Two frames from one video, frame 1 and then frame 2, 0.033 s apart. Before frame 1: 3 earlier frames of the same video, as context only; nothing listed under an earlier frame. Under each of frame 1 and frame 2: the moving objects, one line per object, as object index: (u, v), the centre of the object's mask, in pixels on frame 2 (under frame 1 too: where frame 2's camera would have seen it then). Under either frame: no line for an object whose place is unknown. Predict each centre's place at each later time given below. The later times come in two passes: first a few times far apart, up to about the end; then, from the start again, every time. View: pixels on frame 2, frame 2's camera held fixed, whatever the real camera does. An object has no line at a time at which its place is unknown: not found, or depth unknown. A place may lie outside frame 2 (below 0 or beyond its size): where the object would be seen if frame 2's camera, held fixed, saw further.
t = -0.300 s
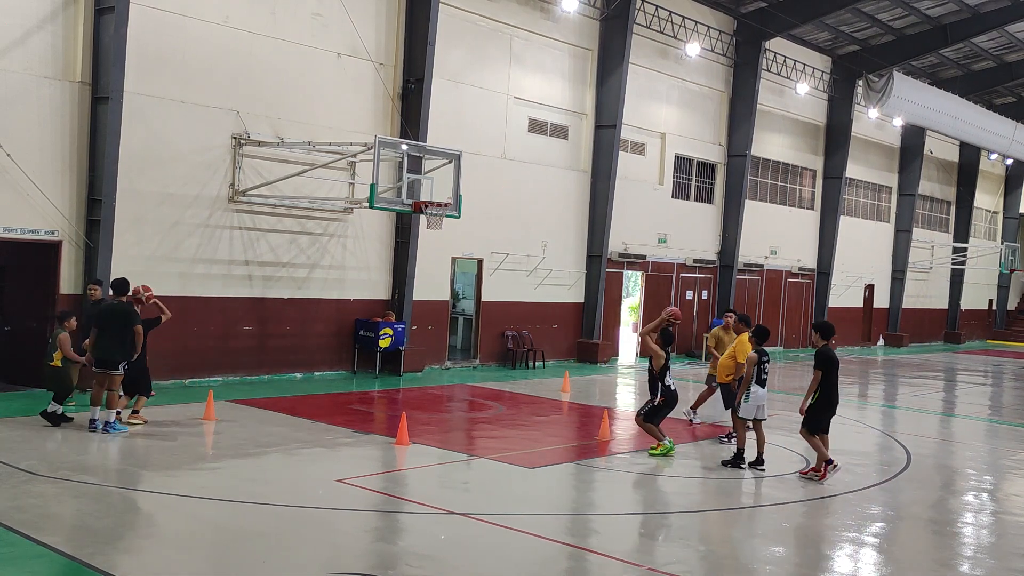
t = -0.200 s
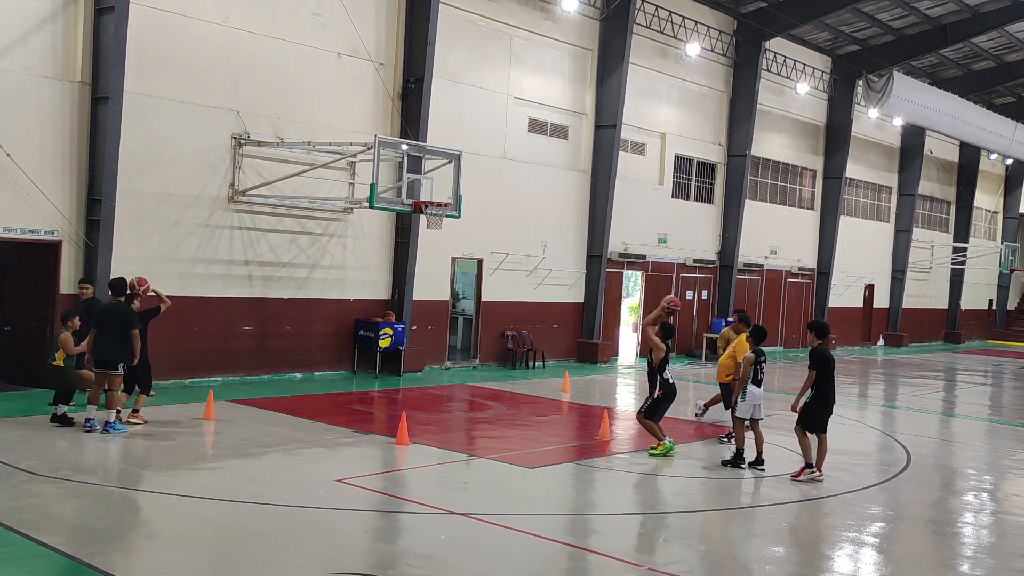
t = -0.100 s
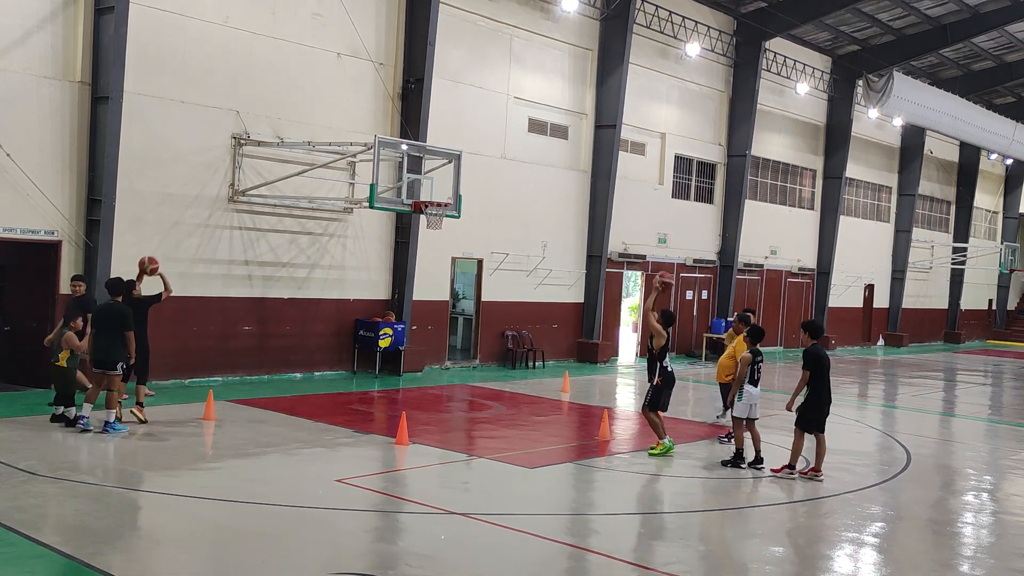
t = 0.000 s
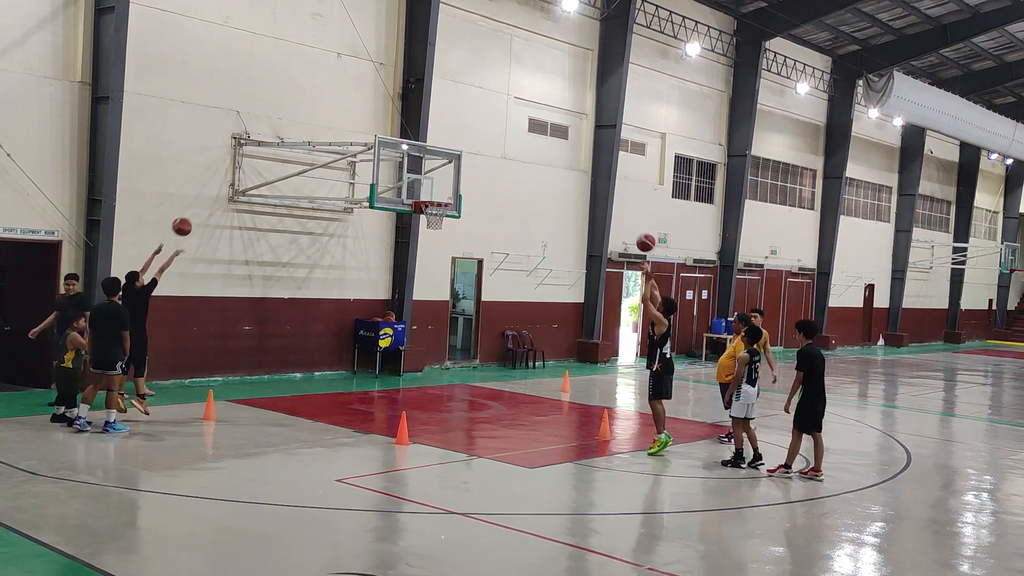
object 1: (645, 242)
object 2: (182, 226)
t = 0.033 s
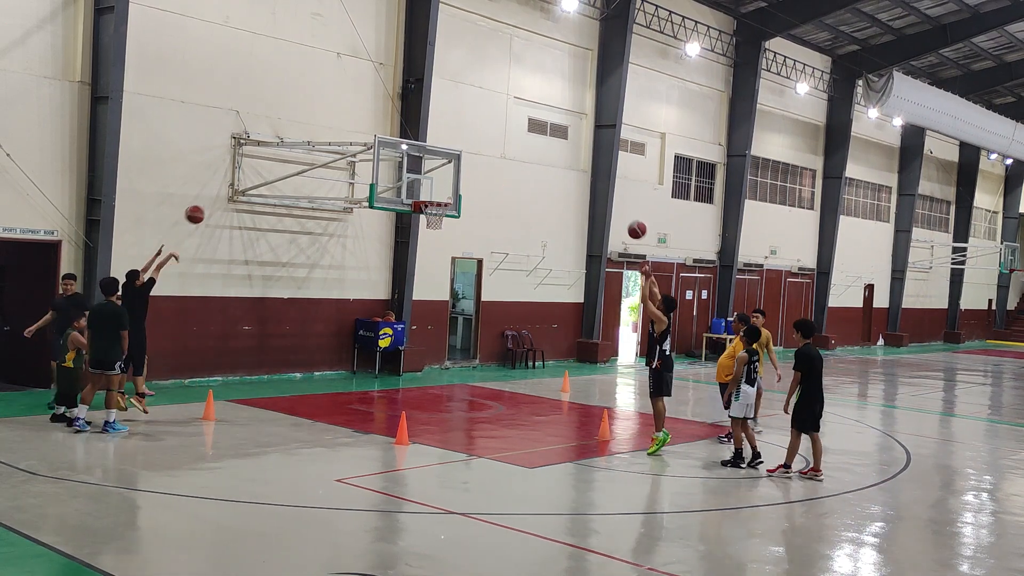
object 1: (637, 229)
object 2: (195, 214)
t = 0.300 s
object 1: (571, 161)
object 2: (289, 154)
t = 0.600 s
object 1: (504, 154)
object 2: (377, 153)
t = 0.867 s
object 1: (453, 195)
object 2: (437, 193)
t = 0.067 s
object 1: (628, 218)
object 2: (208, 203)
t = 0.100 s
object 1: (620, 207)
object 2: (220, 193)
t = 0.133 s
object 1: (611, 197)
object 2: (232, 184)
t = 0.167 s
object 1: (604, 188)
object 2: (244, 176)
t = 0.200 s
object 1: (595, 179)
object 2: (255, 169)
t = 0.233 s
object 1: (587, 172)
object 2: (266, 163)
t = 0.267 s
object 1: (579, 166)
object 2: (277, 158)
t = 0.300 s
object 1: (571, 161)
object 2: (289, 154)
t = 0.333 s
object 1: (564, 158)
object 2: (299, 151)
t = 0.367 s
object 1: (556, 154)
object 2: (310, 148)
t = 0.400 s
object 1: (548, 152)
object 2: (320, 147)
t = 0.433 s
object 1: (541, 150)
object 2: (330, 146)
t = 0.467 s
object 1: (534, 150)
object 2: (340, 146)
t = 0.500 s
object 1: (526, 149)
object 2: (350, 147)
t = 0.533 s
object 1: (519, 150)
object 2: (359, 149)
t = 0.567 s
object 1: (511, 152)
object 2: (368, 151)
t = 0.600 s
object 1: (504, 154)
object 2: (377, 153)
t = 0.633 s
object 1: (497, 157)
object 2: (385, 158)
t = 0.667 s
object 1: (490, 160)
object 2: (394, 162)
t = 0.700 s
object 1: (483, 165)
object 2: (403, 167)
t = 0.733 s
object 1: (476, 170)
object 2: (411, 173)
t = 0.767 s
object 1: (469, 175)
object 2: (420, 179)
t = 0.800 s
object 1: (463, 181)
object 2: (428, 187)
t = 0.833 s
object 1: (456, 188)
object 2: (435, 194)
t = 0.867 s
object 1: (453, 195)
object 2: (437, 193)
